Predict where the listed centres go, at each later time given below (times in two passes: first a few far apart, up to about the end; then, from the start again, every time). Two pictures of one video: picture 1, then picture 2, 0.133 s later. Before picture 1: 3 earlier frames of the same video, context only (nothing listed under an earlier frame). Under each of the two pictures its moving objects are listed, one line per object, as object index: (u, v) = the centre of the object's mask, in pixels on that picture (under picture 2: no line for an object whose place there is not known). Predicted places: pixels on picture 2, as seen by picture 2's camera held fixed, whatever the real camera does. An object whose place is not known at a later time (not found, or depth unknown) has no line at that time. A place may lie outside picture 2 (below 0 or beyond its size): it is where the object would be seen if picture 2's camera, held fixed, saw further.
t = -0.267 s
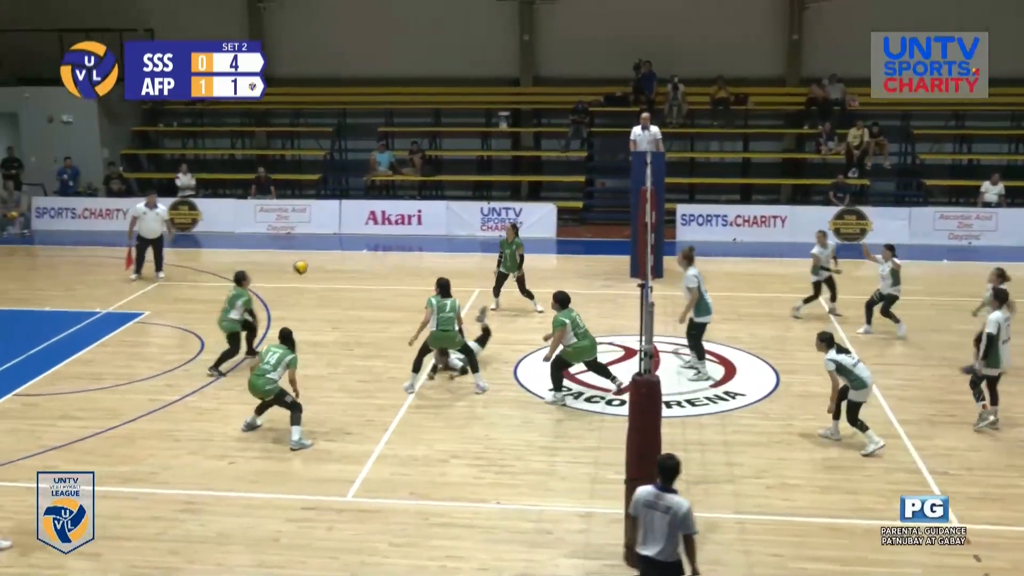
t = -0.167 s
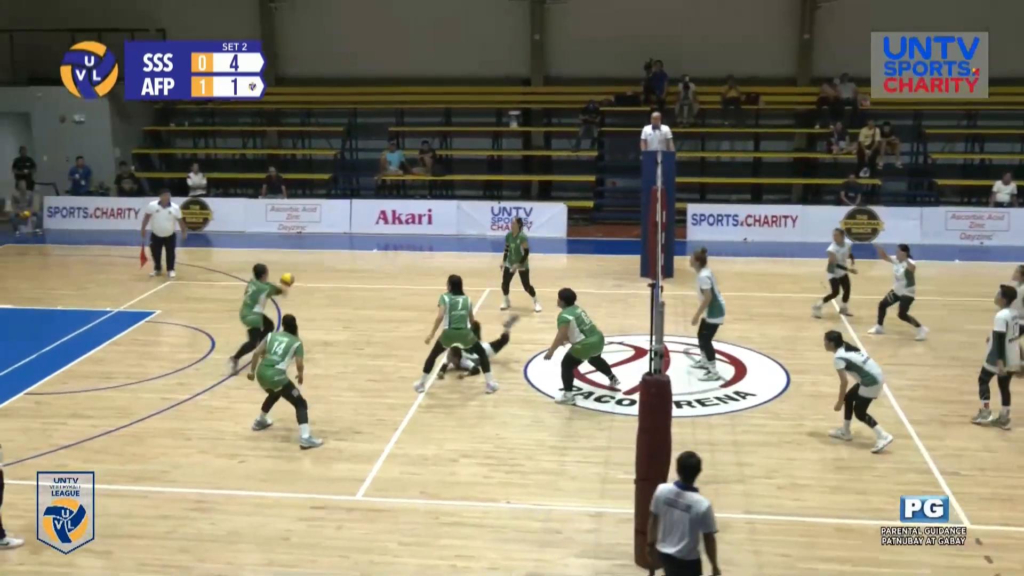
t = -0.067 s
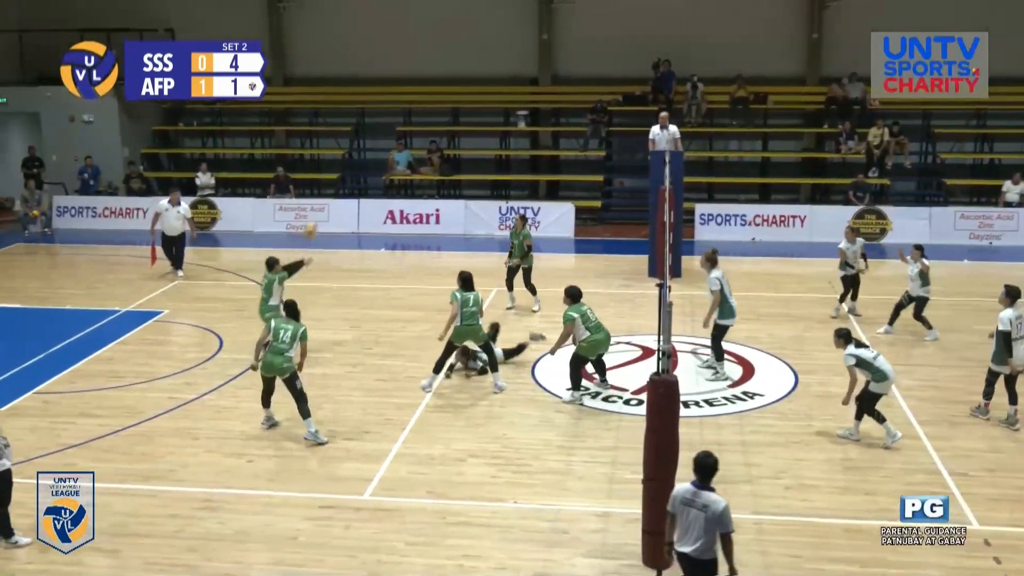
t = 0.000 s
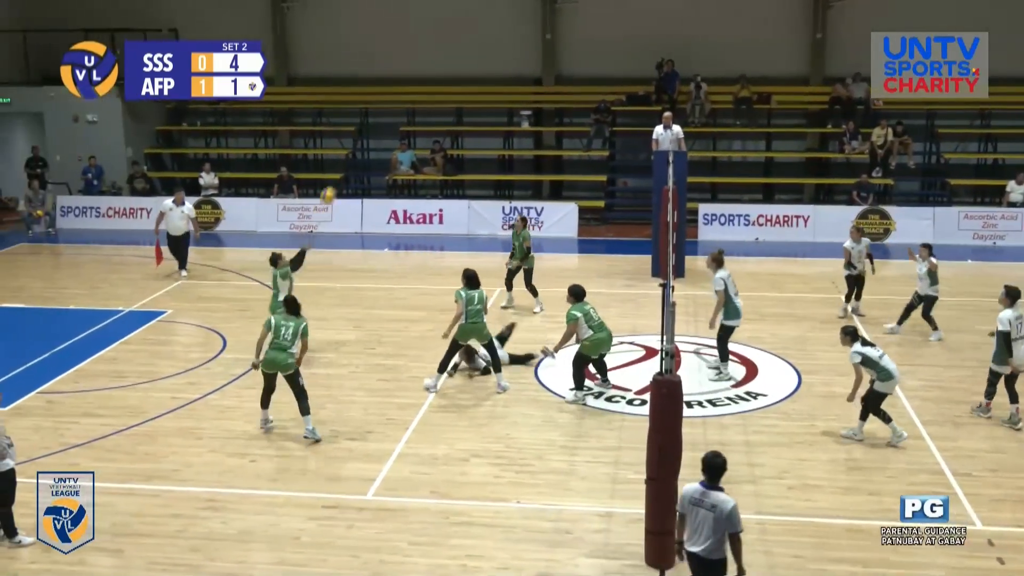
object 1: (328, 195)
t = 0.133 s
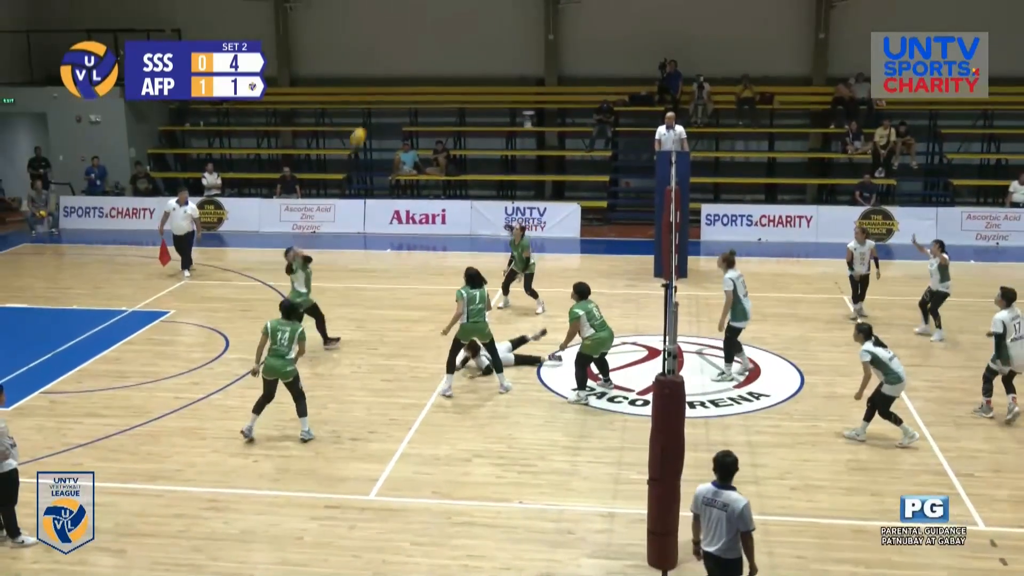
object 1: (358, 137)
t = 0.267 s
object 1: (386, 90)
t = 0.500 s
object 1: (431, 41)
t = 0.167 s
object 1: (365, 124)
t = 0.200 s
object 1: (372, 112)
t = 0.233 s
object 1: (379, 101)
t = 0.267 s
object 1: (386, 90)
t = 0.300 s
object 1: (393, 81)
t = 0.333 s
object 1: (400, 73)
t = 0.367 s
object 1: (407, 65)
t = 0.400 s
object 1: (412, 58)
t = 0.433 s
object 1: (419, 51)
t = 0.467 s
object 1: (425, 45)
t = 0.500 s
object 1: (431, 41)
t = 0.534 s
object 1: (438, 37)
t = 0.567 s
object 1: (444, 33)
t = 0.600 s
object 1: (450, 31)
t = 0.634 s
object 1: (456, 28)
